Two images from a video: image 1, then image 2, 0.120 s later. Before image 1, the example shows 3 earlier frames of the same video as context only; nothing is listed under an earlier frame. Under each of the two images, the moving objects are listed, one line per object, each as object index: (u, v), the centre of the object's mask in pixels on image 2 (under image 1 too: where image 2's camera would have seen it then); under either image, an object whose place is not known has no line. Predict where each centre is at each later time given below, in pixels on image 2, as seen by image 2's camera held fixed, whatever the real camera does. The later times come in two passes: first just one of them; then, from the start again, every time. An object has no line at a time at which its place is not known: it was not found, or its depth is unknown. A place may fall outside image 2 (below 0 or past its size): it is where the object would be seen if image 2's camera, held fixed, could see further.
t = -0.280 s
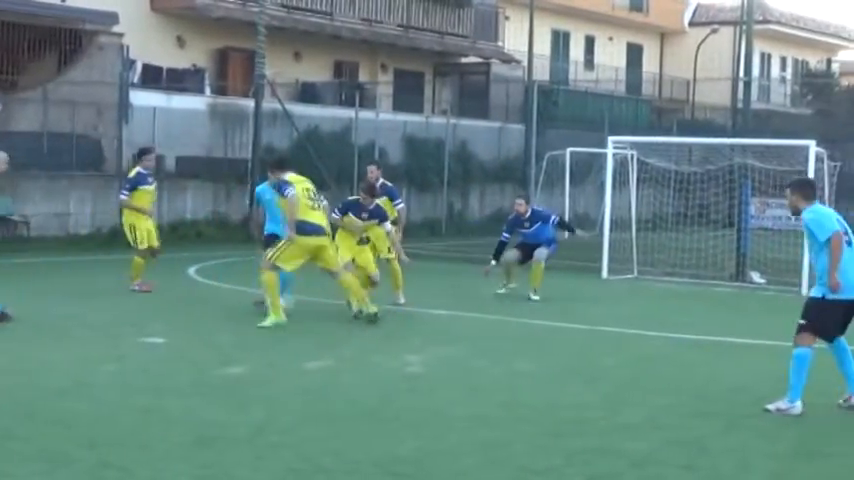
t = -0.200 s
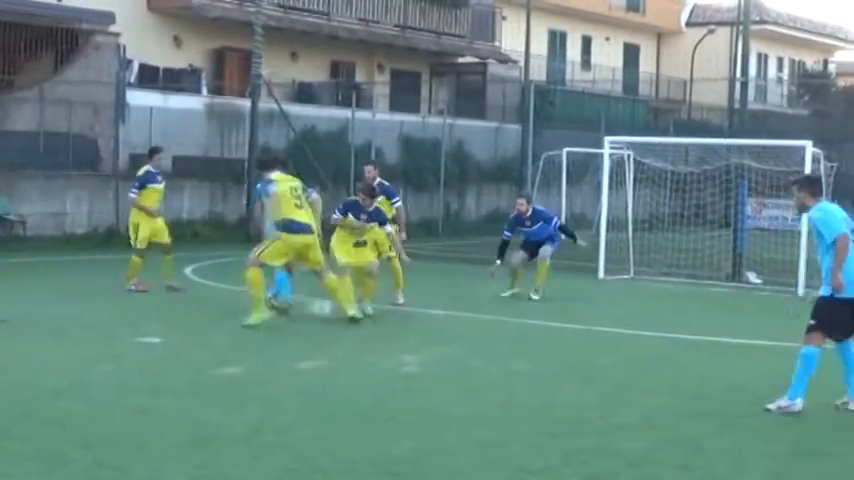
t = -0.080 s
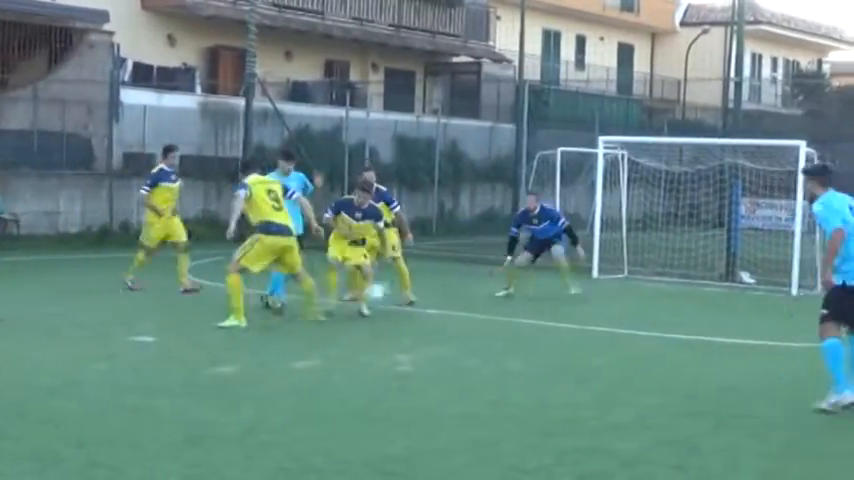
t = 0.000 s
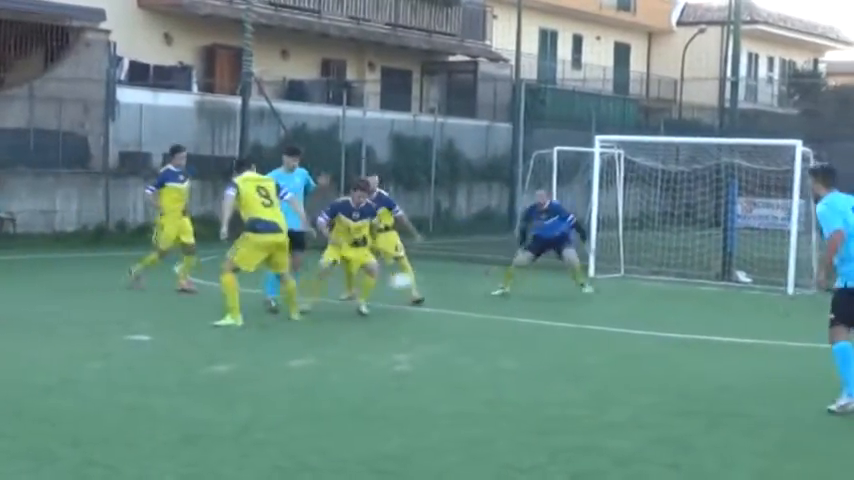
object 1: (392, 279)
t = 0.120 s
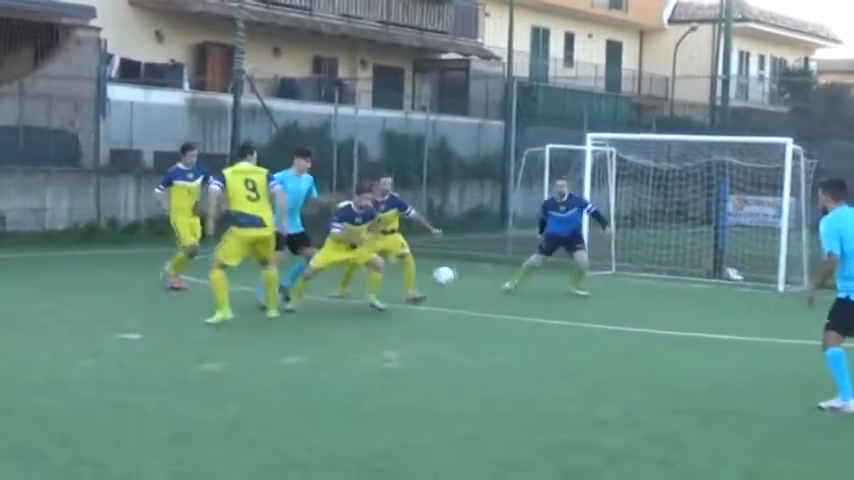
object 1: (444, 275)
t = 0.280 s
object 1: (511, 296)
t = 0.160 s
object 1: (457, 278)
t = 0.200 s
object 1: (472, 280)
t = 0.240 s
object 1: (494, 287)
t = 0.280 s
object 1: (511, 296)
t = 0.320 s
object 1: (521, 302)
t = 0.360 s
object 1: (533, 311)
